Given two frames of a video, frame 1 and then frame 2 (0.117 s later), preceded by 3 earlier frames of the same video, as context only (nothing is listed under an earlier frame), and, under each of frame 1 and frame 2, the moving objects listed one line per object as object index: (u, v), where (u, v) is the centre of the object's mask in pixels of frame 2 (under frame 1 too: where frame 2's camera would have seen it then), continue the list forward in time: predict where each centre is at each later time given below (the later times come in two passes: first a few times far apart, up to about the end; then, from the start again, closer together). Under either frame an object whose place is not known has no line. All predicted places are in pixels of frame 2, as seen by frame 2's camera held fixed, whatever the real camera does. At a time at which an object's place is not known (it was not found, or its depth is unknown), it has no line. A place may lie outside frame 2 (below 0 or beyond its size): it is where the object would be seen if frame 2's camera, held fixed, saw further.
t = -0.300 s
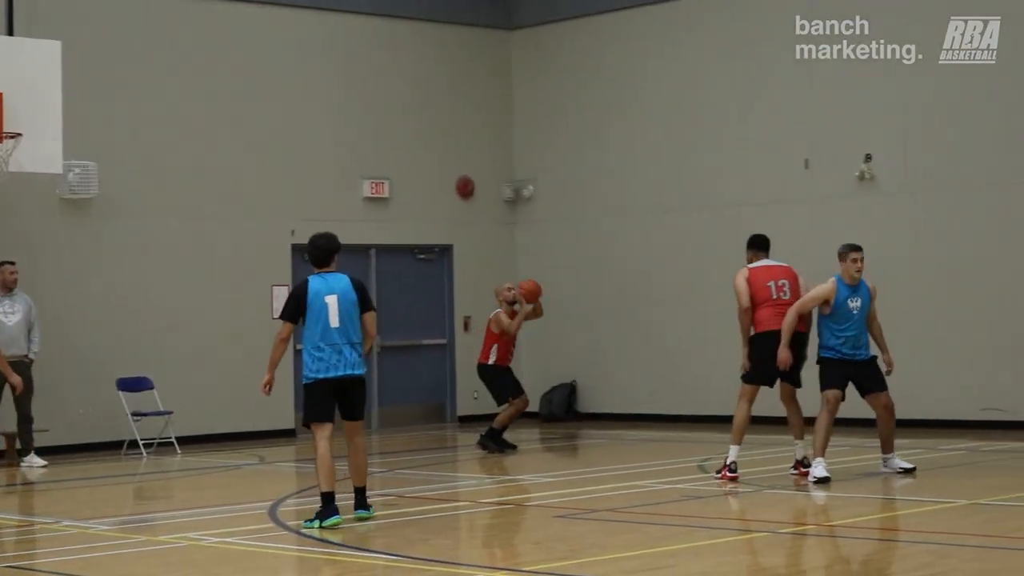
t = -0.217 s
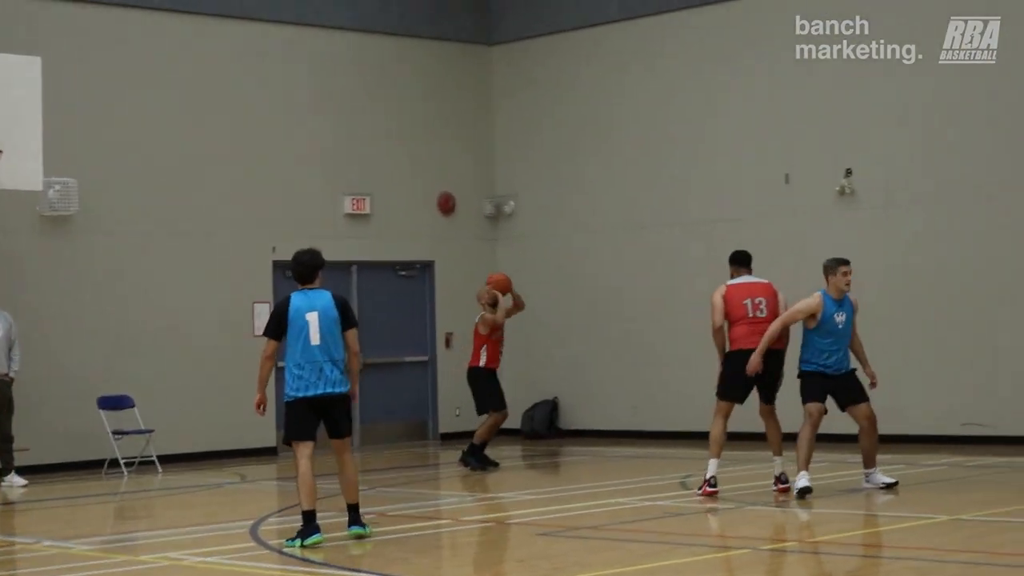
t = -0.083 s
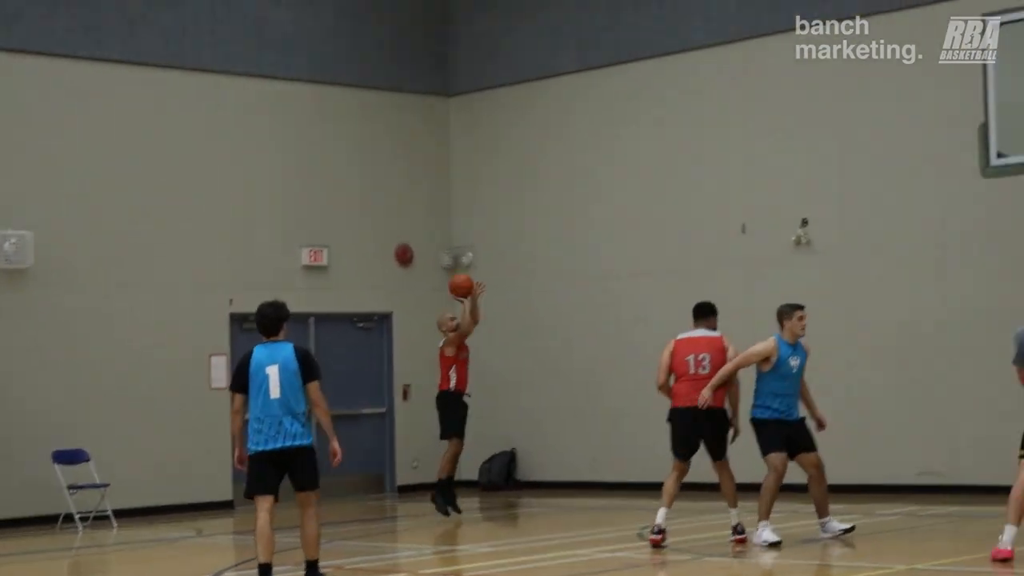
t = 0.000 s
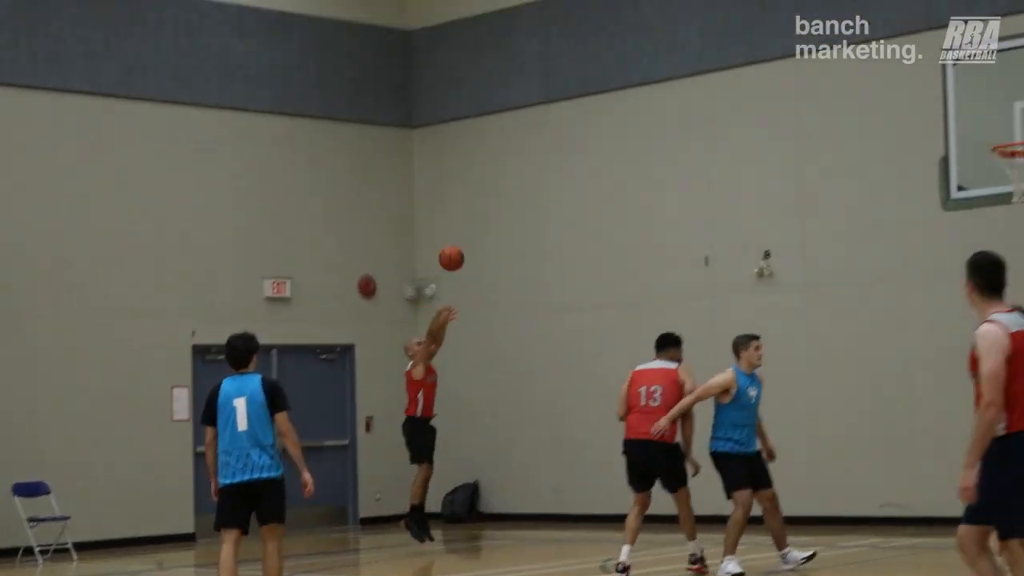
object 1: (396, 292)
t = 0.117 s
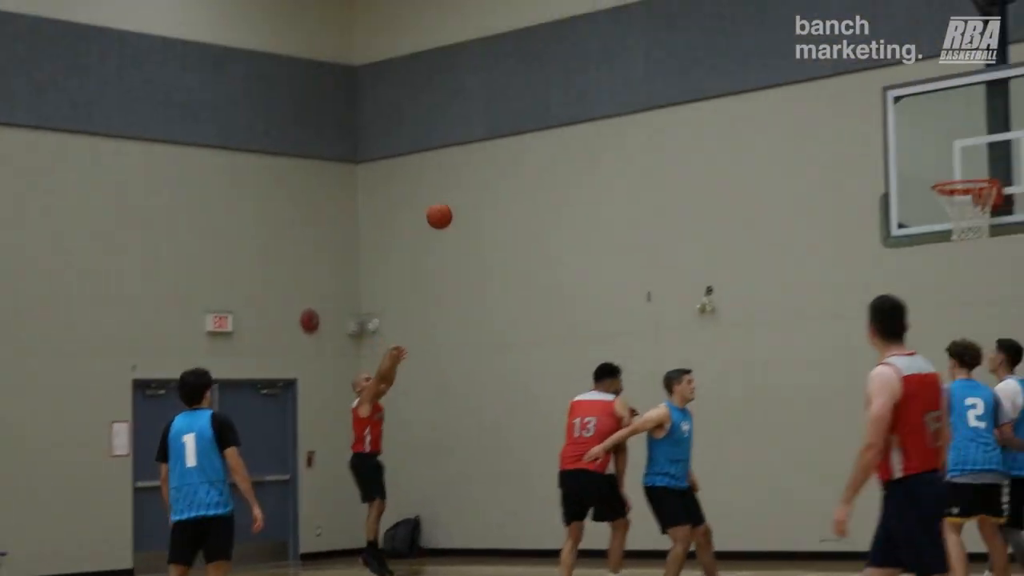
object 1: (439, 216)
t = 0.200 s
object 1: (470, 168)
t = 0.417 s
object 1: (558, 77)
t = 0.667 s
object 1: (667, 28)
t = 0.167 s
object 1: (458, 187)
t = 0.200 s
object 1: (470, 168)
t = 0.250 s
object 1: (490, 143)
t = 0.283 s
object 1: (504, 128)
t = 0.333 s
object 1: (524, 107)
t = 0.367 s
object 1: (538, 94)
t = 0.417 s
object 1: (558, 77)
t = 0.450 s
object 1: (572, 67)
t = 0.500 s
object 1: (593, 54)
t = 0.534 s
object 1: (607, 47)
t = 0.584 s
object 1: (629, 38)
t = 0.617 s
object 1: (644, 33)
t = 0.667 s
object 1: (667, 28)
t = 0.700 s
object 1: (682, 26)
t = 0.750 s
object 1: (706, 26)
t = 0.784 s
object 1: (722, 28)
